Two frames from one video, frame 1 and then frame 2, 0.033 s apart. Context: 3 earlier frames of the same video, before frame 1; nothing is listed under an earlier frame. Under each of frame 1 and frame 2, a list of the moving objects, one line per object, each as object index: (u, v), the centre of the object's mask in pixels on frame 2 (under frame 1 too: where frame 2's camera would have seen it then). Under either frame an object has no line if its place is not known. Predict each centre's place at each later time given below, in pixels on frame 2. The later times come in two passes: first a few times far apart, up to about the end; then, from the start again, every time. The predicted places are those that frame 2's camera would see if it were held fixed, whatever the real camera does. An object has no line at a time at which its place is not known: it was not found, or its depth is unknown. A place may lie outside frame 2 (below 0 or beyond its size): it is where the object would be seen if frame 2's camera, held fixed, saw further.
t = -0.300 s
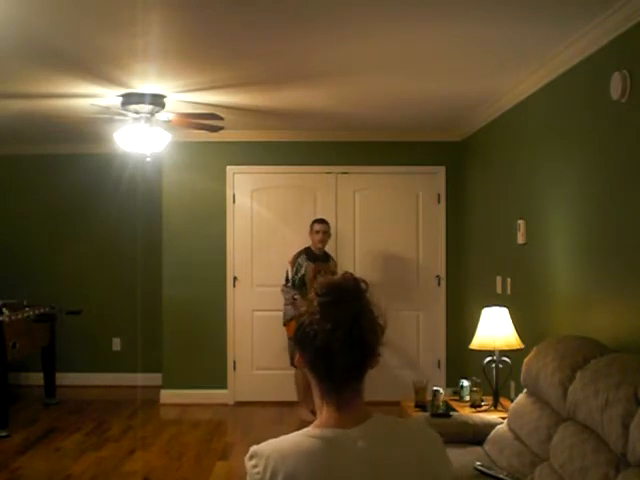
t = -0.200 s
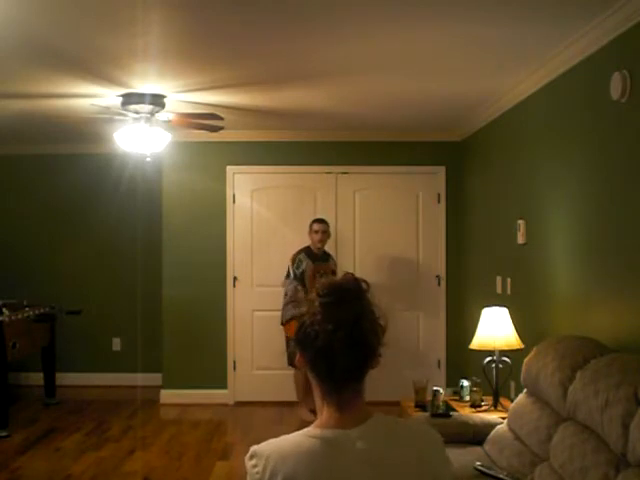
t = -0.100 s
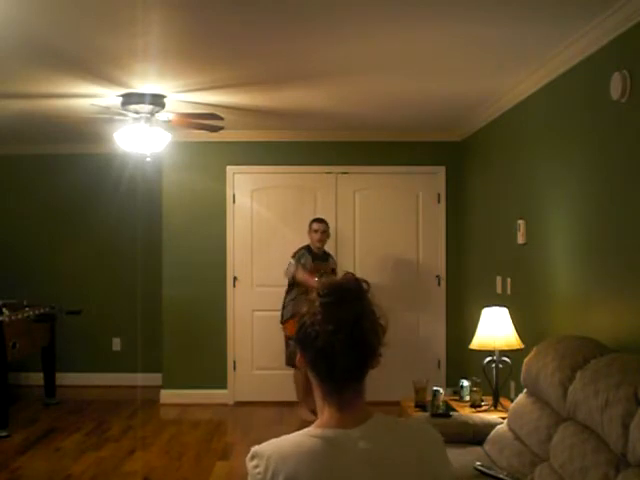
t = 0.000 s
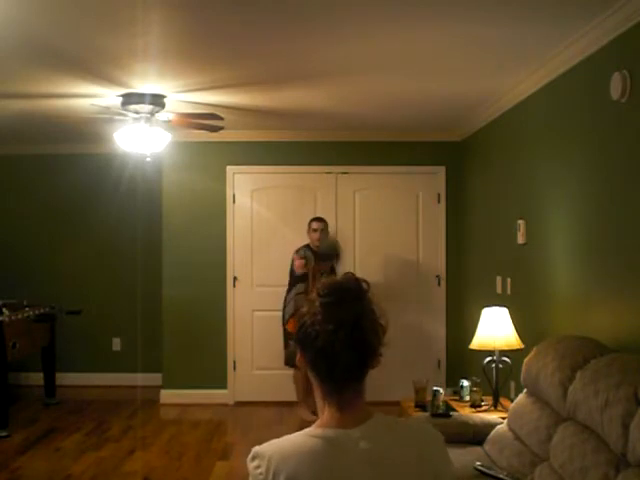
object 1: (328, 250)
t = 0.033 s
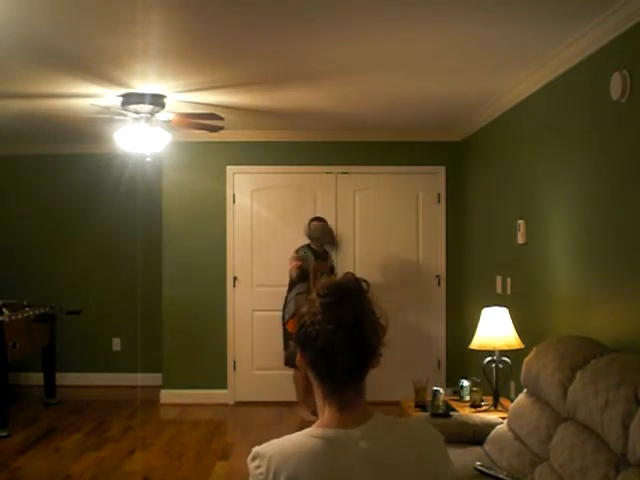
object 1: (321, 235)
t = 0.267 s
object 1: (294, 147)
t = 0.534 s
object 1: (260, 92)
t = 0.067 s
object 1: (319, 223)
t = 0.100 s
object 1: (316, 209)
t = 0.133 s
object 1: (313, 196)
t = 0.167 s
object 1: (309, 182)
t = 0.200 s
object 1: (304, 168)
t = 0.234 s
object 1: (297, 156)
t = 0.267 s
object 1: (294, 147)
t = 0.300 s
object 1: (290, 136)
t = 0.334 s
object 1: (286, 127)
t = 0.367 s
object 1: (284, 116)
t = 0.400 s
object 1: (278, 106)
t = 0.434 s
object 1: (271, 100)
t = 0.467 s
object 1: (267, 97)
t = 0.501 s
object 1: (264, 95)
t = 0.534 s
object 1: (260, 92)
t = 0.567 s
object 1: (258, 90)
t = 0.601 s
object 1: (255, 90)
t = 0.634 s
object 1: (249, 92)
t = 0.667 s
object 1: (244, 101)
